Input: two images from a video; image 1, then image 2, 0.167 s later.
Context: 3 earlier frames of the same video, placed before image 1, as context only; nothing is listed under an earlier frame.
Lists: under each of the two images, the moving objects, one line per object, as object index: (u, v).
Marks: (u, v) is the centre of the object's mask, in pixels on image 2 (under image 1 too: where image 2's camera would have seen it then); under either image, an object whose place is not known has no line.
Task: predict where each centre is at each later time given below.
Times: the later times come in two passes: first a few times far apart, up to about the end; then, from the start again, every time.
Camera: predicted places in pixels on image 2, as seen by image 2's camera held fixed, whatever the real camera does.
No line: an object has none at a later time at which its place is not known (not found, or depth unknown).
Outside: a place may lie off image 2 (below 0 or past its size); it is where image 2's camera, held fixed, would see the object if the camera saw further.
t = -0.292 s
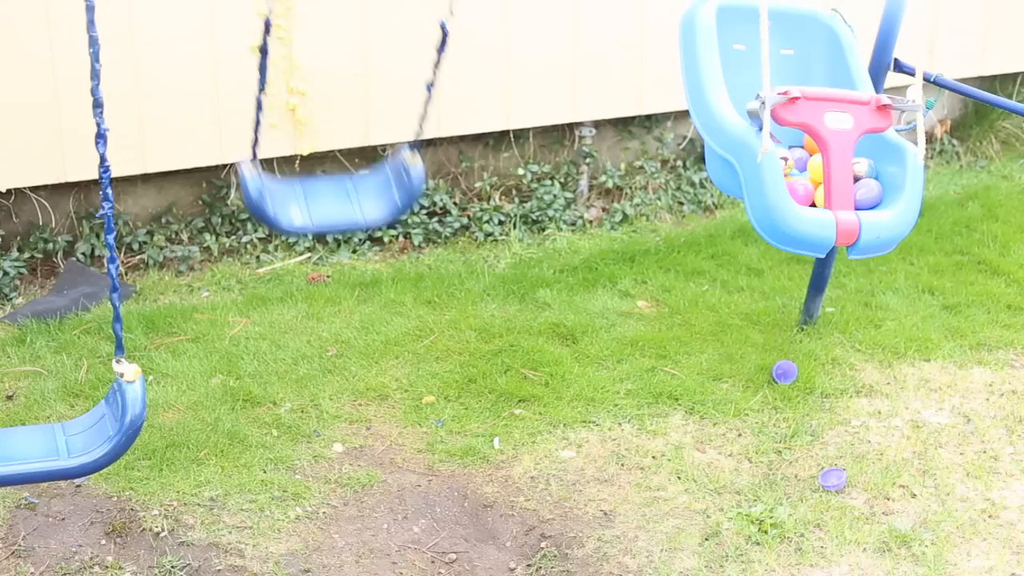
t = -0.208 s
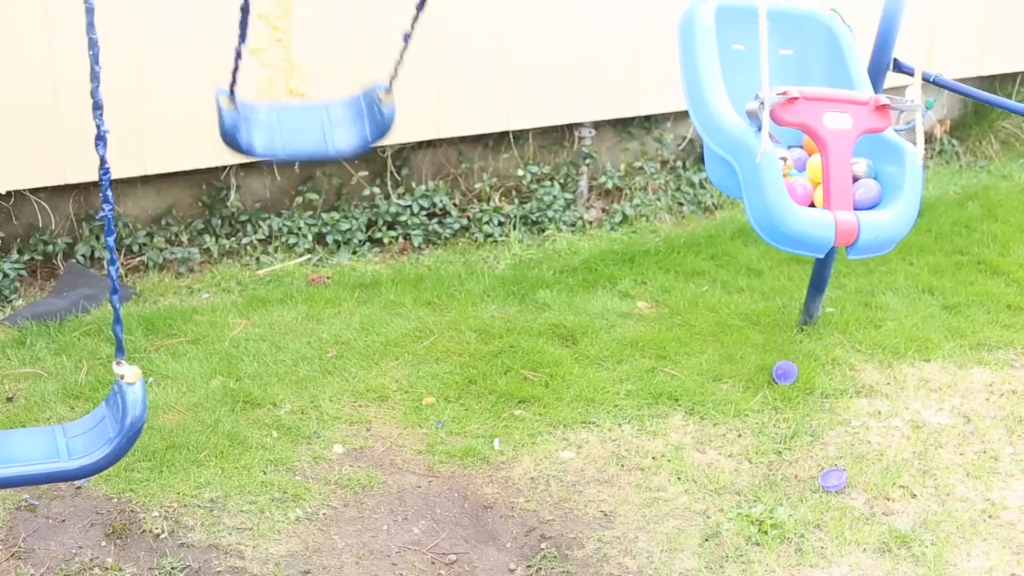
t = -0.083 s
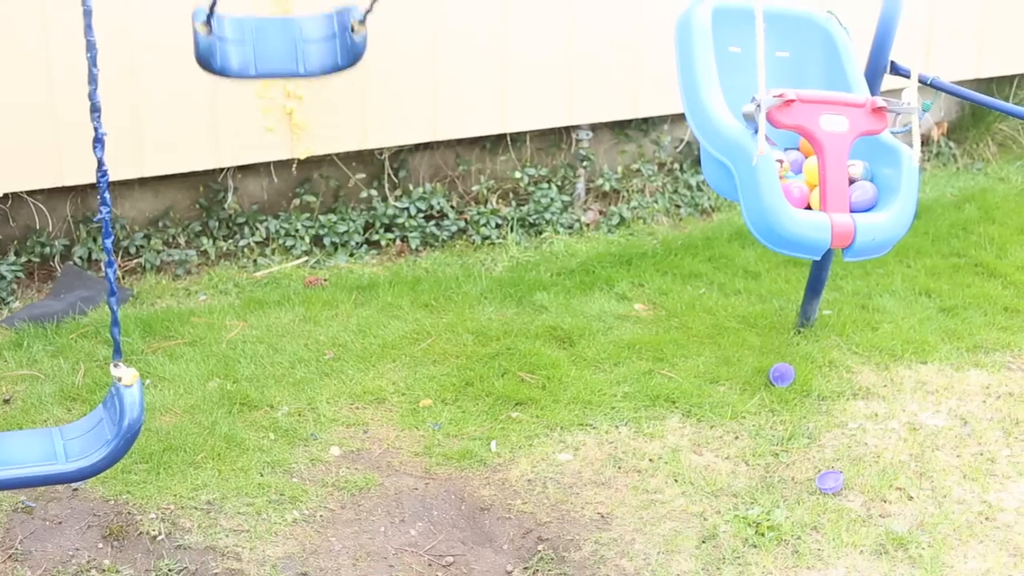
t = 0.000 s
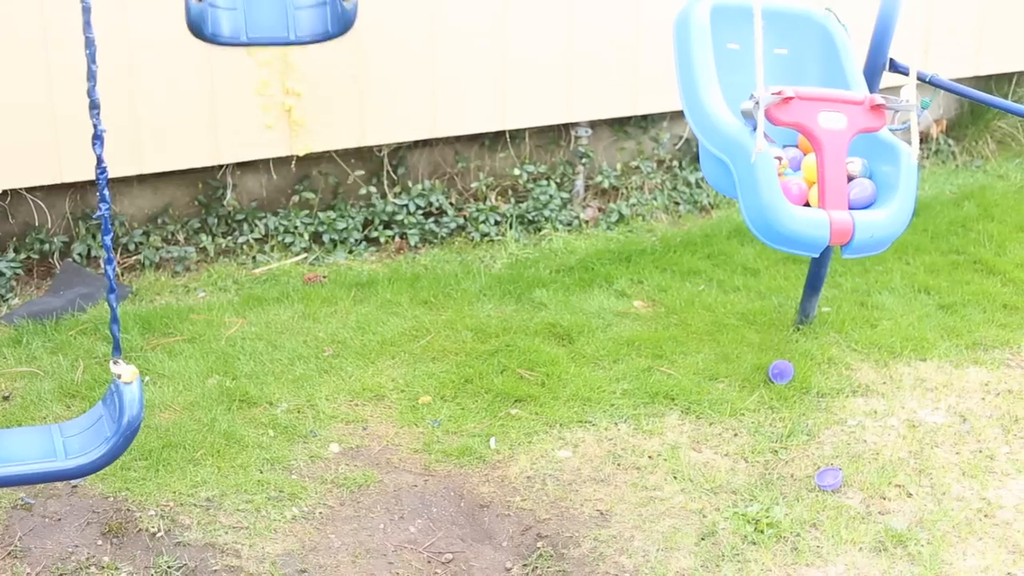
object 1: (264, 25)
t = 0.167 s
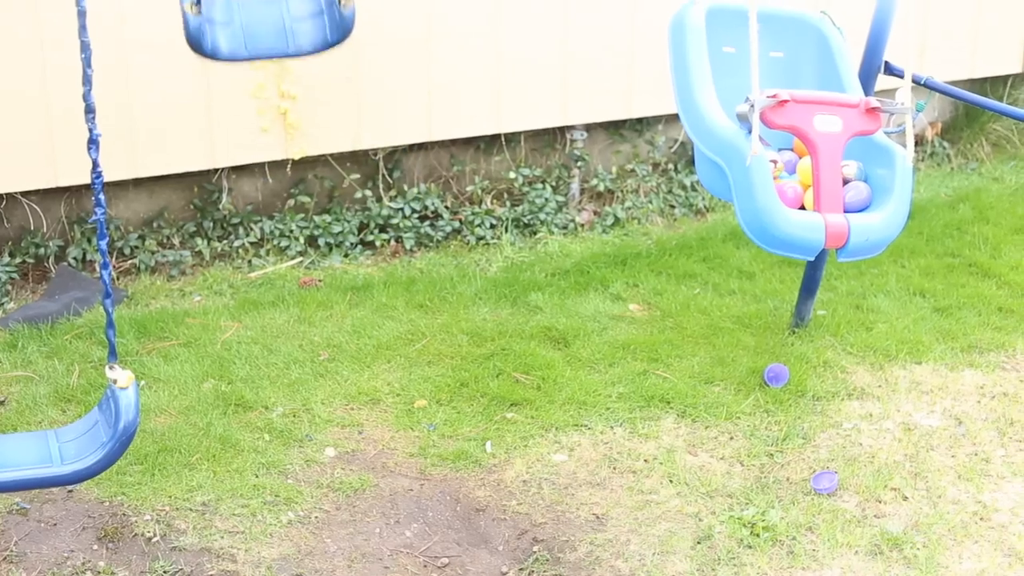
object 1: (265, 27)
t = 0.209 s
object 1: (273, 41)
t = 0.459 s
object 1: (345, 224)
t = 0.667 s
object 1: (474, 425)
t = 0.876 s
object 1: (553, 472)
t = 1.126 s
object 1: (730, 370)
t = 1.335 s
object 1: (721, 389)
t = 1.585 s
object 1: (498, 455)
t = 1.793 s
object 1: (454, 391)
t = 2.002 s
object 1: (336, 198)
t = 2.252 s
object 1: (275, 50)
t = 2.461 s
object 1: (269, 42)
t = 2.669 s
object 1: (311, 155)
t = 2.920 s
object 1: (446, 383)
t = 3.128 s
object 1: (590, 500)
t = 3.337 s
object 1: (666, 421)
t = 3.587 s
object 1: (716, 386)
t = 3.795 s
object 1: (581, 459)
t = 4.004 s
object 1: (512, 450)
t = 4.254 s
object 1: (361, 247)
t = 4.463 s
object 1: (290, 100)
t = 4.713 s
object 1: (269, 48)
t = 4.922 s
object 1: (299, 134)
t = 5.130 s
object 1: (388, 310)
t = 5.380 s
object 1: (611, 435)
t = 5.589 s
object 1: (635, 453)
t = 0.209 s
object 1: (273, 41)
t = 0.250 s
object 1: (278, 63)
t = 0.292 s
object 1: (287, 88)
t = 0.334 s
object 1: (298, 119)
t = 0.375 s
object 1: (312, 151)
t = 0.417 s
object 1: (326, 184)
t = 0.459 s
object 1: (345, 224)
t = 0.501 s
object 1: (365, 270)
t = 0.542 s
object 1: (395, 312)
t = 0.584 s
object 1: (438, 346)
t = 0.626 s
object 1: (459, 387)
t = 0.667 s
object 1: (474, 425)
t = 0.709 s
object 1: (560, 403)
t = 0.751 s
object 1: (598, 414)
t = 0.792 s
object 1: (634, 432)
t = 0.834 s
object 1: (509, 467)
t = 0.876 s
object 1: (553, 472)
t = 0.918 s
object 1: (606, 472)
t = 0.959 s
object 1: (648, 453)
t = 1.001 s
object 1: (662, 426)
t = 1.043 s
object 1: (690, 404)
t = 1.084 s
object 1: (719, 384)
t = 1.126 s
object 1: (730, 370)
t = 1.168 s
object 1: (740, 360)
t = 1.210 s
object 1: (743, 358)
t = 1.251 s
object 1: (740, 363)
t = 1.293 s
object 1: (731, 374)
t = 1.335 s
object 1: (721, 389)
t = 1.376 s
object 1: (701, 411)
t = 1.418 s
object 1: (670, 432)
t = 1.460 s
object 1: (657, 459)
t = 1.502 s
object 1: (627, 481)
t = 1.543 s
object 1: (538, 462)
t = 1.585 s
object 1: (498, 455)
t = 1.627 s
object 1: (640, 408)
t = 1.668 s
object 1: (527, 473)
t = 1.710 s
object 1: (505, 450)
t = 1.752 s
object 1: (499, 416)
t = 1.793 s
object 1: (454, 391)
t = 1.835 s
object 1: (423, 358)
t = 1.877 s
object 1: (403, 318)
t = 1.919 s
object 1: (376, 279)
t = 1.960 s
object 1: (355, 240)
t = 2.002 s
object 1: (336, 198)
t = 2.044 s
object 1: (321, 168)
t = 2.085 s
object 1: (309, 140)
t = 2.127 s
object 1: (296, 112)
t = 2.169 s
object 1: (288, 88)
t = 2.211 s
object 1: (280, 67)
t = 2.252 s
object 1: (275, 50)
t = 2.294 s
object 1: (270, 39)
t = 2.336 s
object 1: (266, 33)
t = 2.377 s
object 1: (265, 32)
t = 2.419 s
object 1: (267, 34)
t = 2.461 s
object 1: (269, 42)
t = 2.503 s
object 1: (275, 55)
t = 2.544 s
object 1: (280, 75)
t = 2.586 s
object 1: (287, 97)
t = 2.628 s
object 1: (298, 125)
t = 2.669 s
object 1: (311, 155)
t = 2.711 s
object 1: (326, 187)
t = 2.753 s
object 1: (341, 222)
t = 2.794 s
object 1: (368, 266)
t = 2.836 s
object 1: (391, 309)
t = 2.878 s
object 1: (420, 347)
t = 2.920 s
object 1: (446, 383)
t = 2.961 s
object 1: (469, 417)
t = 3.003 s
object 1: (491, 447)
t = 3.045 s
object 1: (594, 397)
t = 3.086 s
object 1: (566, 486)
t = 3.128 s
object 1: (590, 500)
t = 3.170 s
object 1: (525, 462)
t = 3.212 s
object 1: (570, 466)
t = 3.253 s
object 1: (597, 449)
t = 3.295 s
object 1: (637, 439)
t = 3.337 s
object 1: (666, 421)
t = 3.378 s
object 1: (691, 403)
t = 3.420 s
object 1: (711, 390)
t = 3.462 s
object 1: (720, 379)
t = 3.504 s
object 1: (723, 375)
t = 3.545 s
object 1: (724, 379)
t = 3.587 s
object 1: (716, 386)
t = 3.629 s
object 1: (704, 400)
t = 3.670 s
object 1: (675, 413)
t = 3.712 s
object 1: (652, 433)
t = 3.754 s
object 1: (615, 445)
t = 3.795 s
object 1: (581, 459)
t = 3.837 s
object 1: (543, 459)
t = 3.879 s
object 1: (504, 453)
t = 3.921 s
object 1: (631, 431)
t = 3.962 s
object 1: (600, 418)
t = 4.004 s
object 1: (512, 450)
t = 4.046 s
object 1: (486, 423)
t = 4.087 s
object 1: (492, 374)
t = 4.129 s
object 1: (427, 361)
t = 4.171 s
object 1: (416, 322)
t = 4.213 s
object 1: (379, 287)
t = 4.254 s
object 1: (361, 247)
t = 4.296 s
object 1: (339, 211)
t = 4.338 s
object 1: (326, 174)
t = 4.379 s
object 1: (312, 148)
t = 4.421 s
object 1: (301, 123)
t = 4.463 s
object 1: (290, 100)
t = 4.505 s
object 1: (282, 81)
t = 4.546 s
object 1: (278, 66)
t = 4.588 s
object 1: (273, 54)
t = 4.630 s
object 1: (271, 47)
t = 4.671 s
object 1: (270, 46)
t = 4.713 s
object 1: (269, 48)
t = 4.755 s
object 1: (273, 55)
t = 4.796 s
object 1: (276, 68)
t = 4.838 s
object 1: (281, 86)
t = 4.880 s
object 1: (290, 106)
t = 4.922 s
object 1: (299, 134)
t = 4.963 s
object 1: (312, 164)
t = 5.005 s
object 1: (326, 194)
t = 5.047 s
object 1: (340, 231)
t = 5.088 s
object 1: (363, 272)
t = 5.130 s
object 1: (388, 310)
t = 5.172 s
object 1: (423, 347)
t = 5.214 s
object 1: (476, 360)
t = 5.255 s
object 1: (494, 399)
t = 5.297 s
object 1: (539, 407)
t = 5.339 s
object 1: (569, 433)
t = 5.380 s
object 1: (611, 435)
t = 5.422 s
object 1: (646, 434)
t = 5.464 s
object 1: (522, 465)
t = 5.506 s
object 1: (559, 466)
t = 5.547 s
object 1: (603, 465)
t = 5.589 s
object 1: (635, 453)
